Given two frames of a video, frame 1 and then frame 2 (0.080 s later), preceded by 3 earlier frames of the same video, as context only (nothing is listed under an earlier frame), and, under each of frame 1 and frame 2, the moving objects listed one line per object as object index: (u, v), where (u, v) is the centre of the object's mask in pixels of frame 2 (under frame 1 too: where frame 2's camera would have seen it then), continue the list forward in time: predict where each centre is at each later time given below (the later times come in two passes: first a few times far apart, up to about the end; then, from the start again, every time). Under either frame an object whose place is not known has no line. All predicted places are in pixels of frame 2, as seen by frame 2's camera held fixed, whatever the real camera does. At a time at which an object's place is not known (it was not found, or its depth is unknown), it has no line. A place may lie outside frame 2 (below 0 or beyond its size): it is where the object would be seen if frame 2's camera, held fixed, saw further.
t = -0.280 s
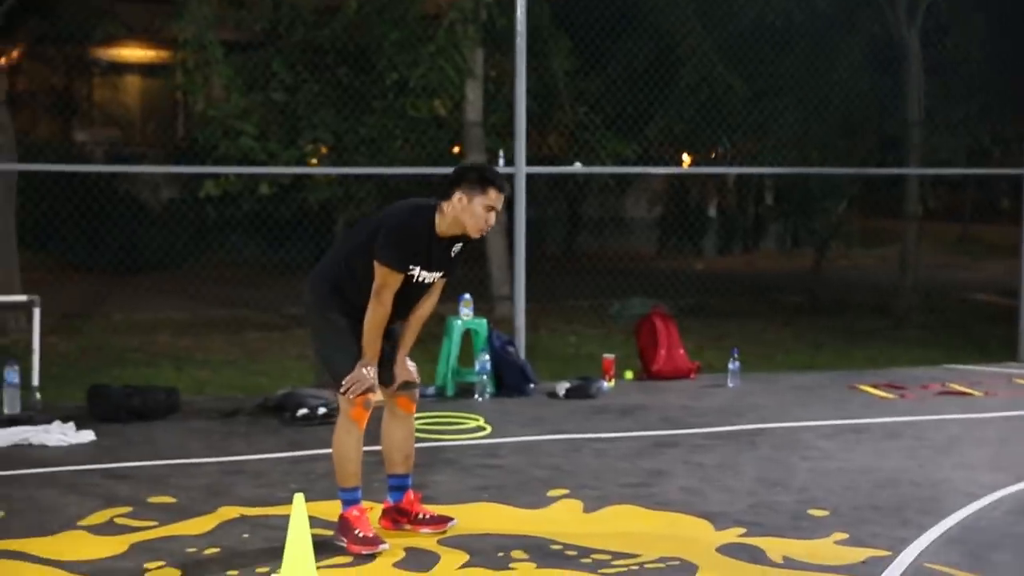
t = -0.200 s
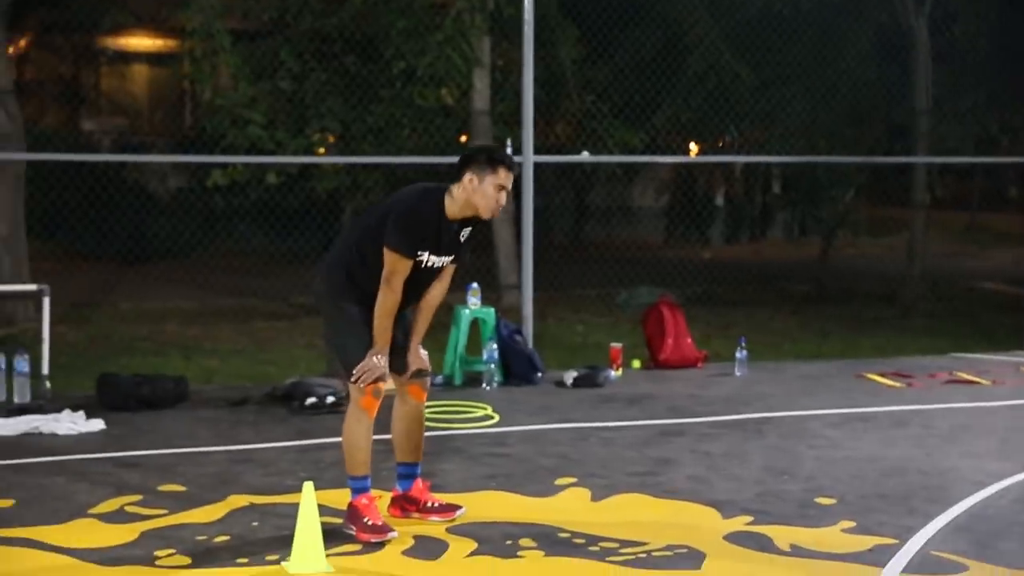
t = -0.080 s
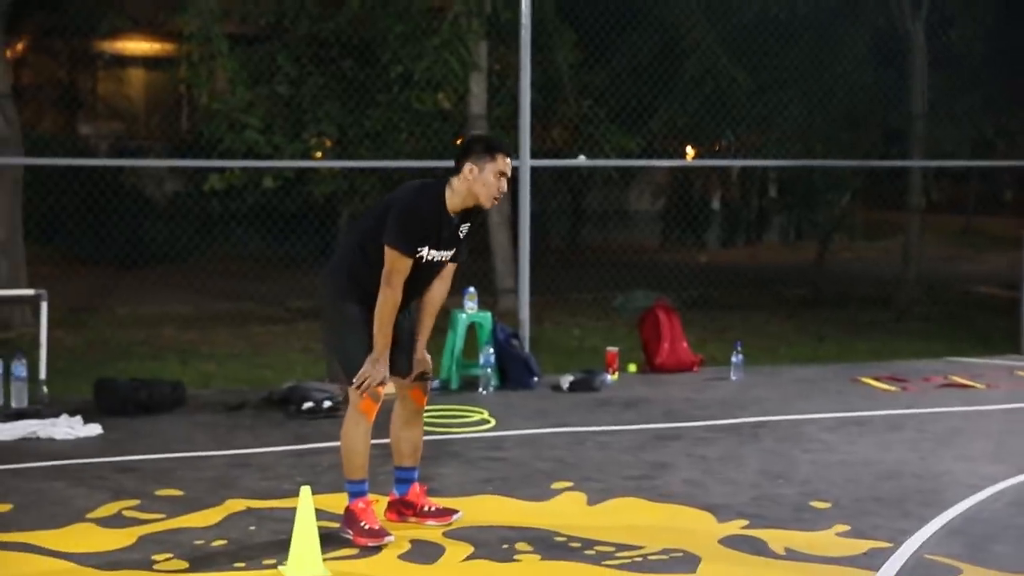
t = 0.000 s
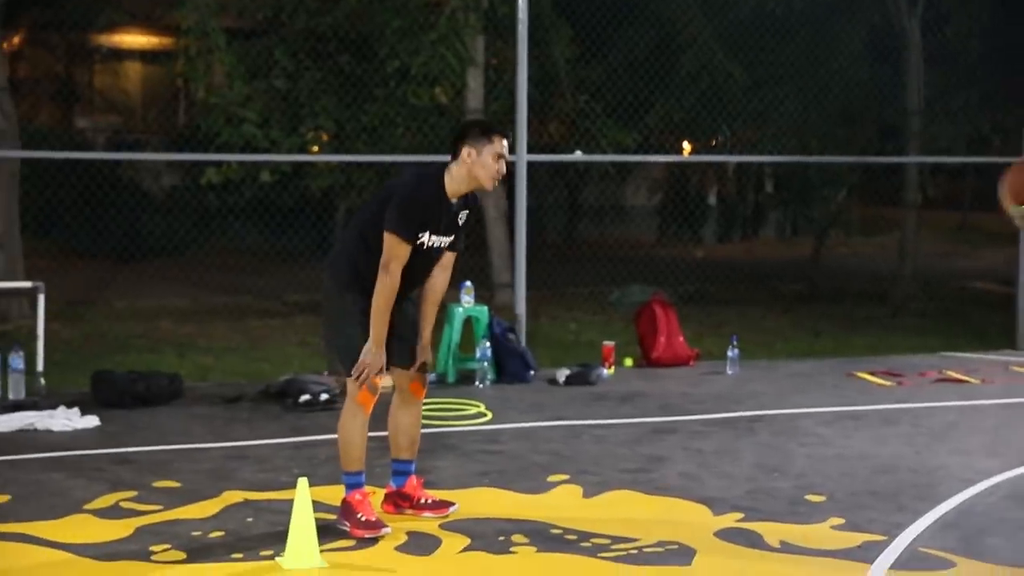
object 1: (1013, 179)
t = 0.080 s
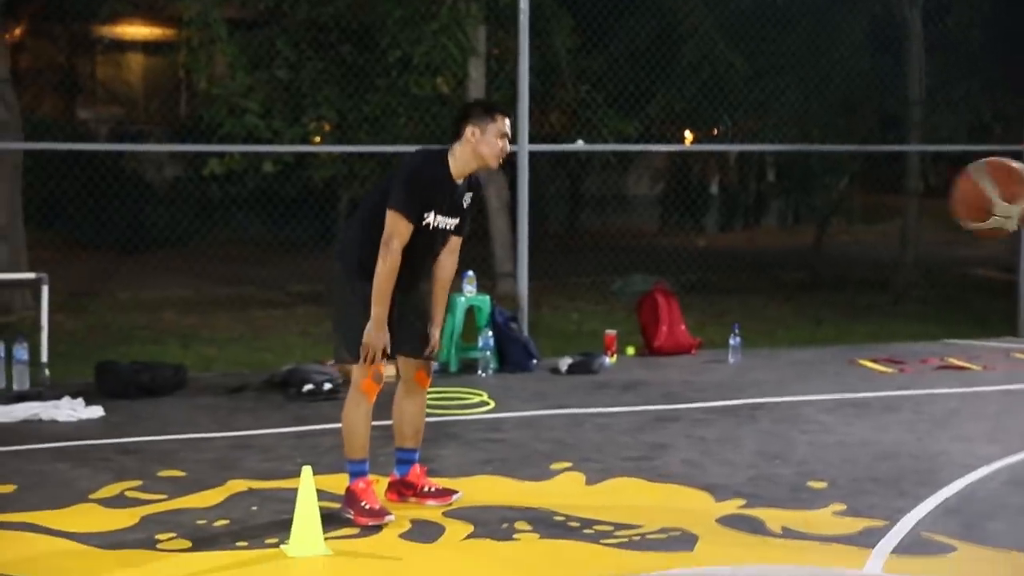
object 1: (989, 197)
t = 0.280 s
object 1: (874, 317)
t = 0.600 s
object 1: (717, 427)
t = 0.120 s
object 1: (970, 212)
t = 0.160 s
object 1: (945, 231)
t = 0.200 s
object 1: (921, 257)
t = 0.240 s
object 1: (897, 286)
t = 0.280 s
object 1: (874, 317)
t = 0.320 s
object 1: (851, 356)
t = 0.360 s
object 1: (829, 399)
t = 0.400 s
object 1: (808, 445)
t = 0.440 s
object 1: (787, 494)
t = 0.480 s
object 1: (766, 551)
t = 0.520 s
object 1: (750, 508)
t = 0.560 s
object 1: (733, 466)
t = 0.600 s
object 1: (717, 427)
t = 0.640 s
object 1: (700, 391)
